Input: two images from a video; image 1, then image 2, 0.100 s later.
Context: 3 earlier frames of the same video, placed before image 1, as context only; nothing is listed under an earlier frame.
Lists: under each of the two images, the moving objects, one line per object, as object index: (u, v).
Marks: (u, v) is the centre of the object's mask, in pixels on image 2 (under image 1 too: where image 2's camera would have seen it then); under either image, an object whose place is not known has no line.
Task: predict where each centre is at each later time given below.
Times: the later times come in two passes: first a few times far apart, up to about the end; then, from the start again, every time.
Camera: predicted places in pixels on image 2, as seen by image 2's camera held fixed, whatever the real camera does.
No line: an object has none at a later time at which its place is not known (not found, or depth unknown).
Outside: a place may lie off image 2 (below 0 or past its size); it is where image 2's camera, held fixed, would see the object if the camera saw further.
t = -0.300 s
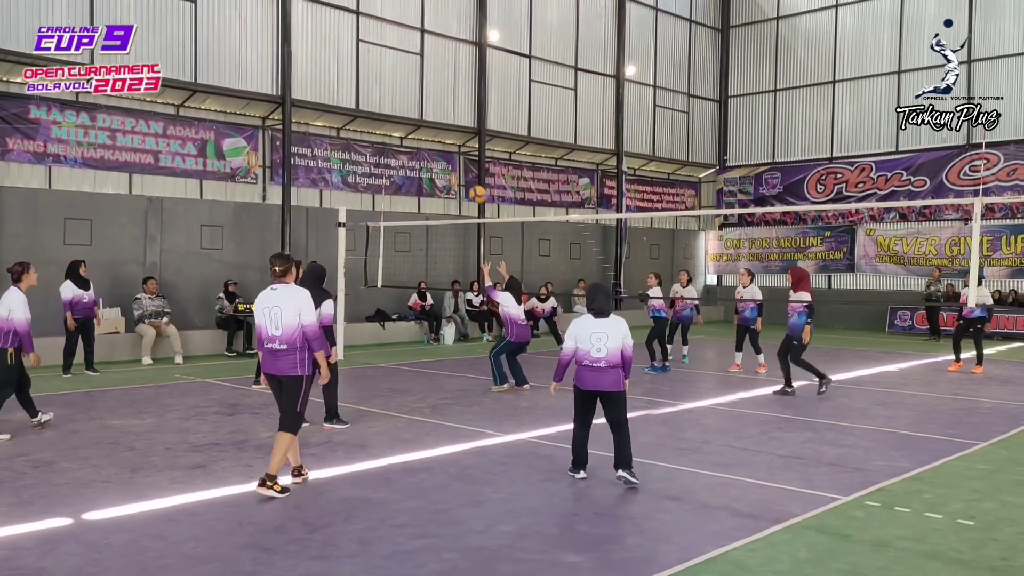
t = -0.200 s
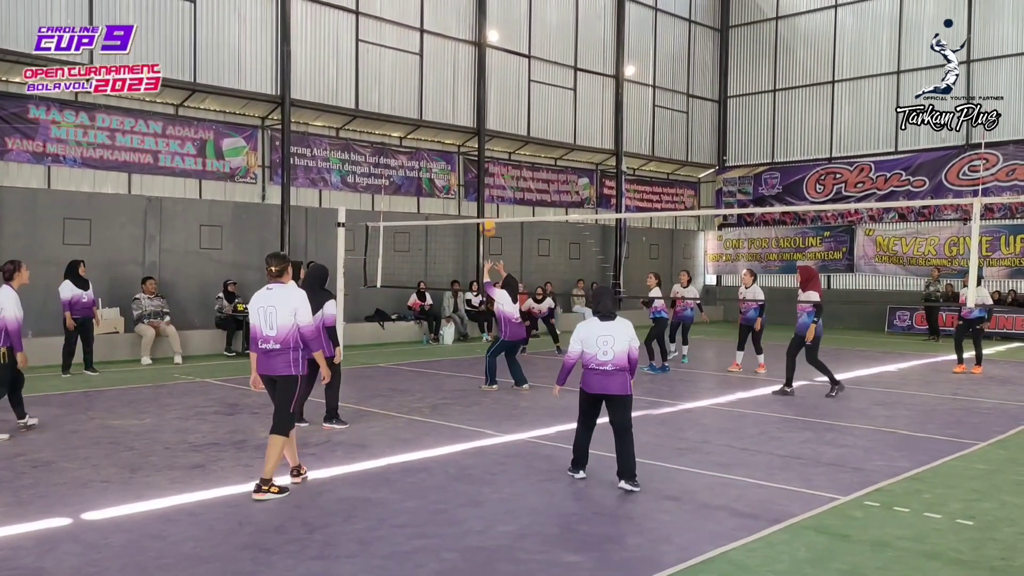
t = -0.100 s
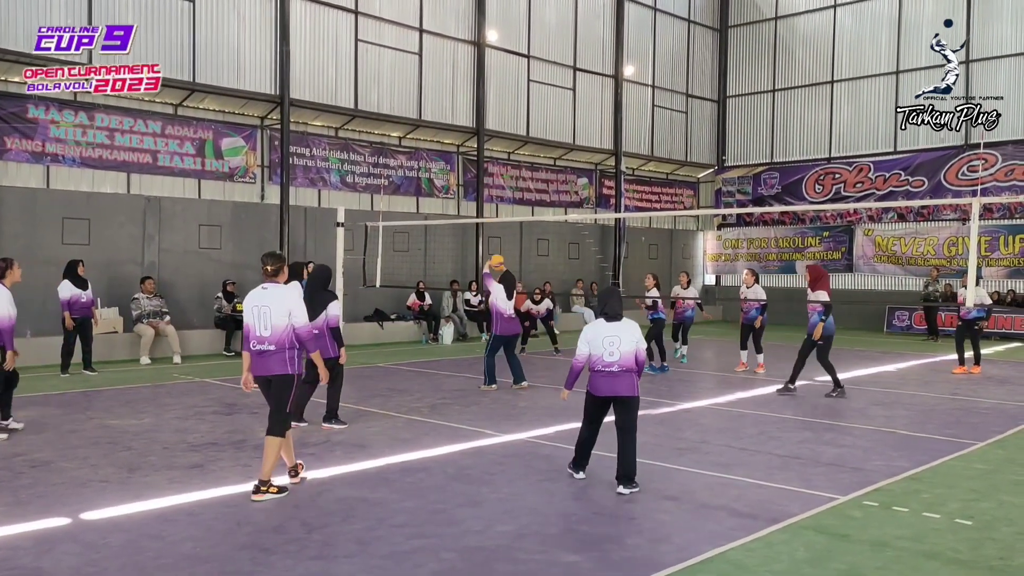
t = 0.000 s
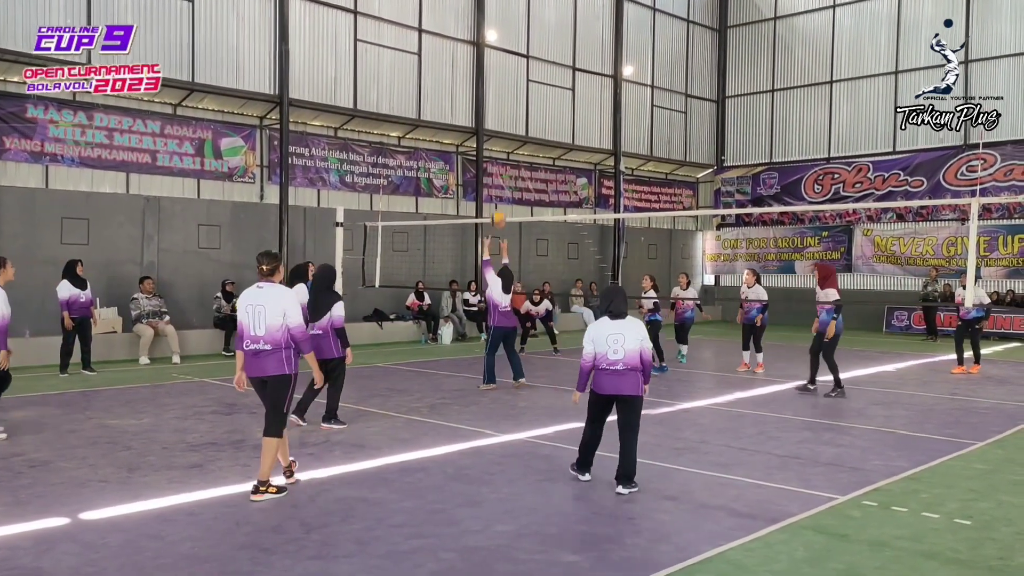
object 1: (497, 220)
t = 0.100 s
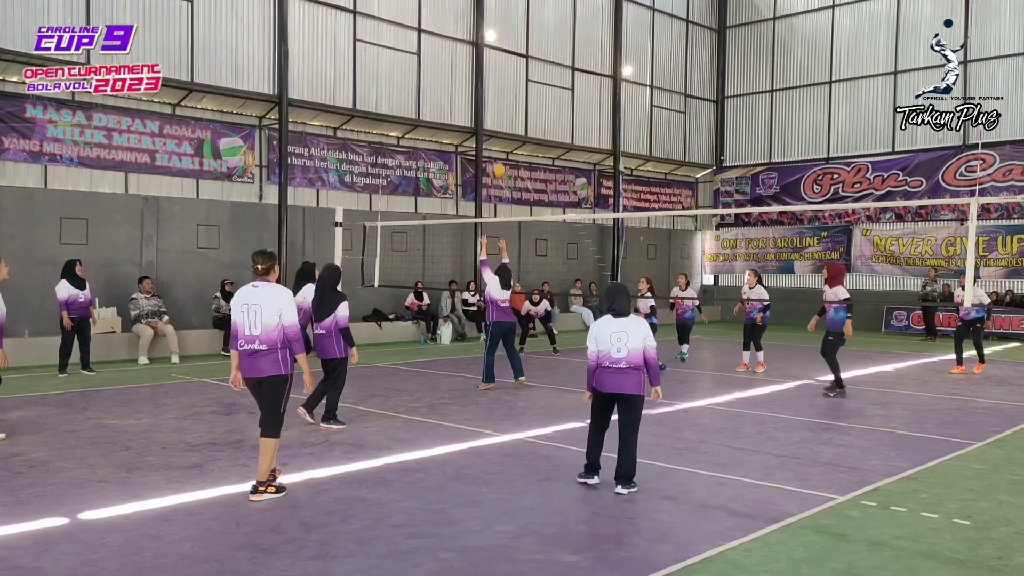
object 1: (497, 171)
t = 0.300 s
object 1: (496, 102)
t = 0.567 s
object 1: (494, 58)
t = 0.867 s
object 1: (491, 72)
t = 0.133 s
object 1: (497, 157)
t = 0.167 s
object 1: (497, 144)
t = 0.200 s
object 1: (497, 133)
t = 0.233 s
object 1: (497, 122)
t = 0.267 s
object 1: (497, 112)
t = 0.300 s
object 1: (496, 102)
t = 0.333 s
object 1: (496, 94)
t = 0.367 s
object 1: (495, 86)
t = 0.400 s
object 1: (495, 79)
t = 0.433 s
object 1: (495, 73)
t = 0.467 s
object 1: (494, 68)
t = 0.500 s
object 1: (494, 64)
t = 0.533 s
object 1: (494, 61)
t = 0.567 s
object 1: (494, 58)
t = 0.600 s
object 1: (493, 56)
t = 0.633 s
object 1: (493, 55)
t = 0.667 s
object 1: (493, 55)
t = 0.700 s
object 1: (493, 56)
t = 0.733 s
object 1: (492, 58)
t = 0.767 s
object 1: (492, 60)
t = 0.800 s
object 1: (492, 63)
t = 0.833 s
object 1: (491, 67)
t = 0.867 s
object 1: (491, 72)
